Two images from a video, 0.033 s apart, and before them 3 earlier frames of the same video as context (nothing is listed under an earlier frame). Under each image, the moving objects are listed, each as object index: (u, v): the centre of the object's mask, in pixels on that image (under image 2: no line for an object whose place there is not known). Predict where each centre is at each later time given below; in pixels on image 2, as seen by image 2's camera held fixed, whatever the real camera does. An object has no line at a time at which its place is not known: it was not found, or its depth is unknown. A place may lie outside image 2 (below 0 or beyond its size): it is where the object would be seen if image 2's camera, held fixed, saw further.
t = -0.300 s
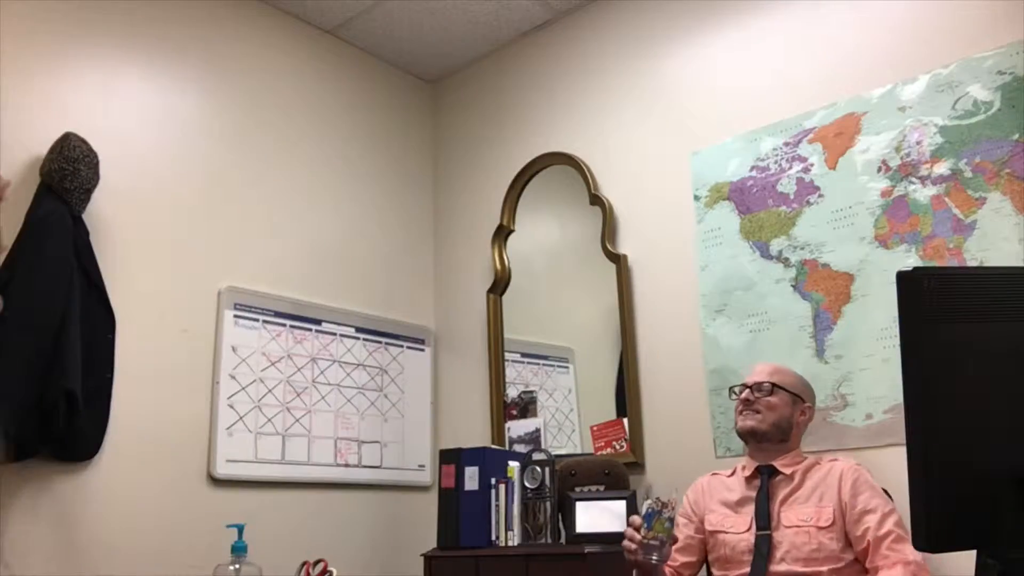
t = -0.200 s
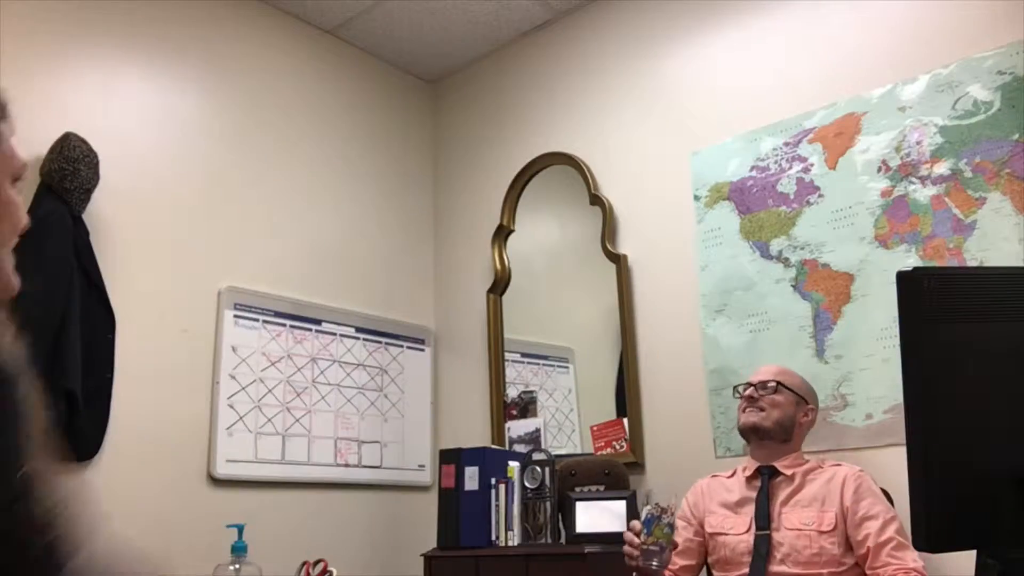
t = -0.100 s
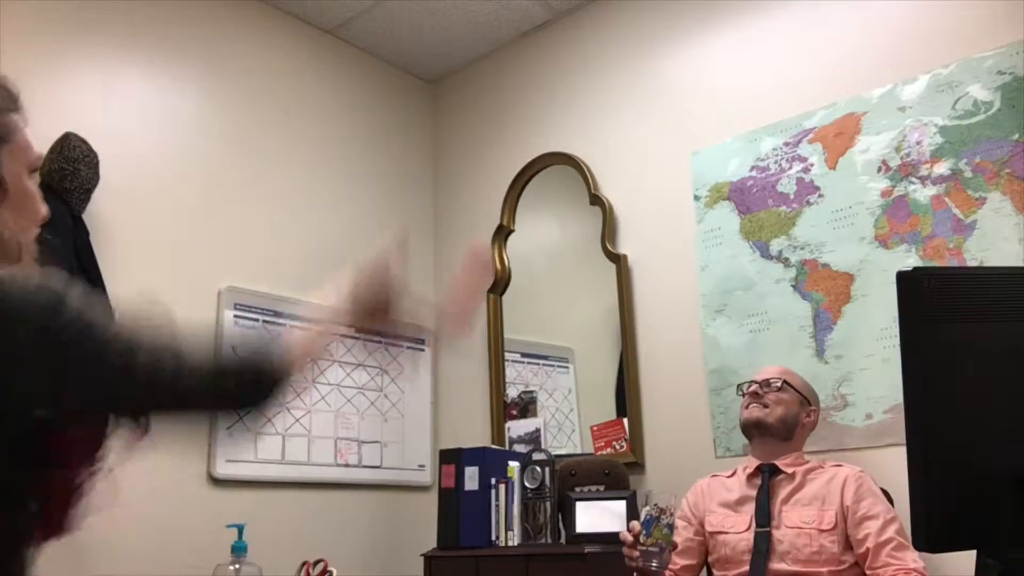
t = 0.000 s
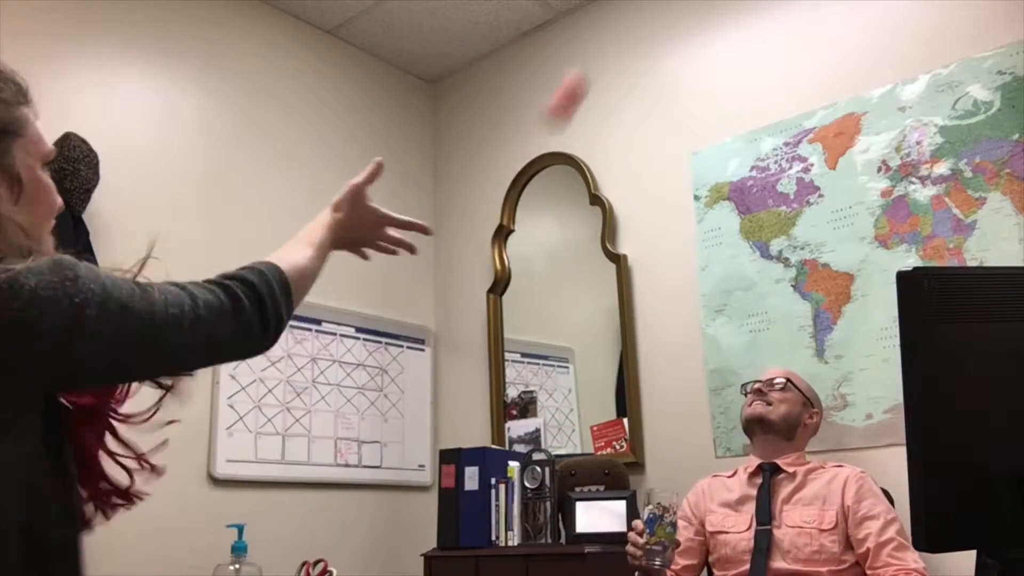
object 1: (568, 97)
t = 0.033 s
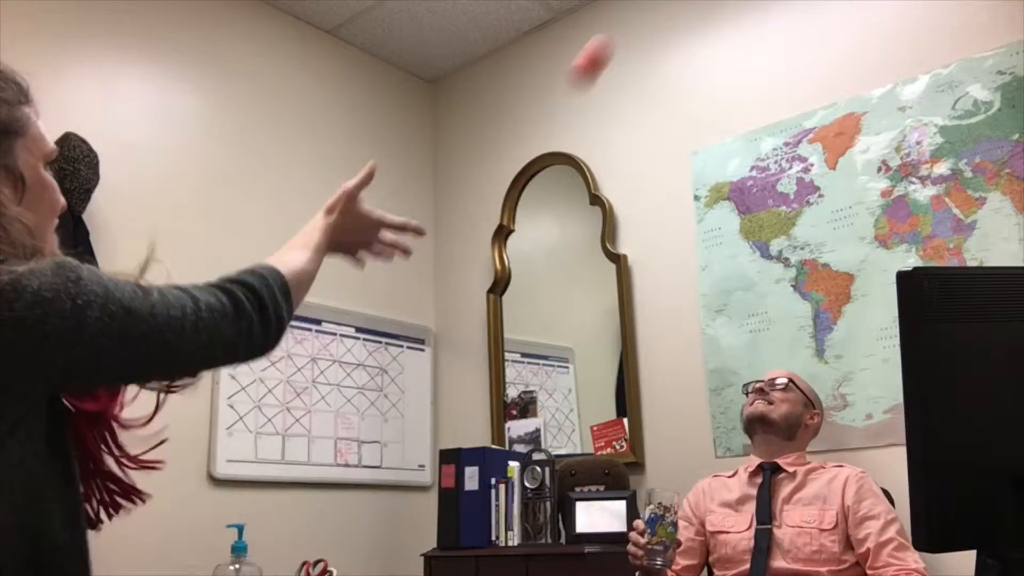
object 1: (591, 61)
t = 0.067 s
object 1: (614, 32)
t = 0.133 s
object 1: (650, 6)
